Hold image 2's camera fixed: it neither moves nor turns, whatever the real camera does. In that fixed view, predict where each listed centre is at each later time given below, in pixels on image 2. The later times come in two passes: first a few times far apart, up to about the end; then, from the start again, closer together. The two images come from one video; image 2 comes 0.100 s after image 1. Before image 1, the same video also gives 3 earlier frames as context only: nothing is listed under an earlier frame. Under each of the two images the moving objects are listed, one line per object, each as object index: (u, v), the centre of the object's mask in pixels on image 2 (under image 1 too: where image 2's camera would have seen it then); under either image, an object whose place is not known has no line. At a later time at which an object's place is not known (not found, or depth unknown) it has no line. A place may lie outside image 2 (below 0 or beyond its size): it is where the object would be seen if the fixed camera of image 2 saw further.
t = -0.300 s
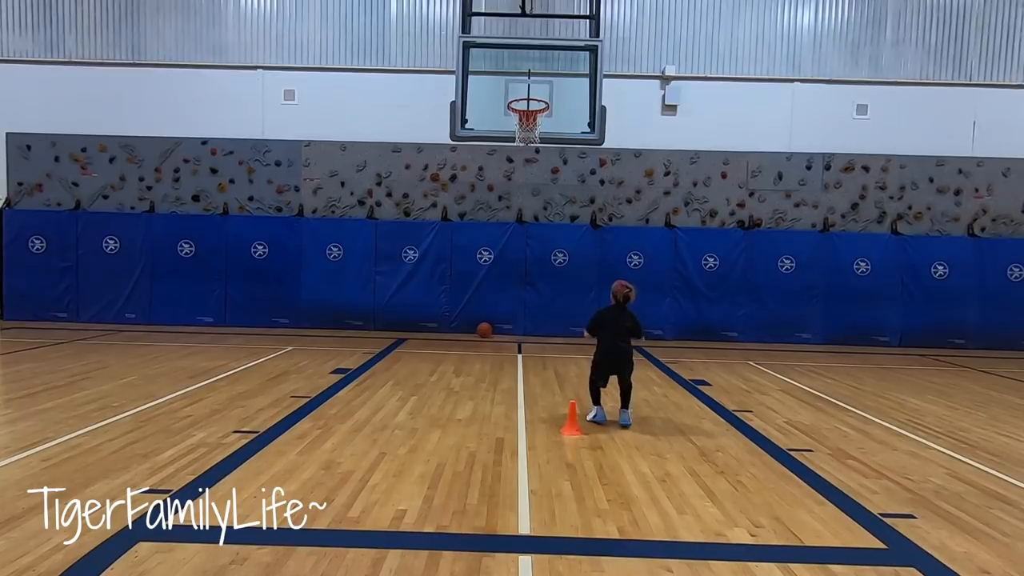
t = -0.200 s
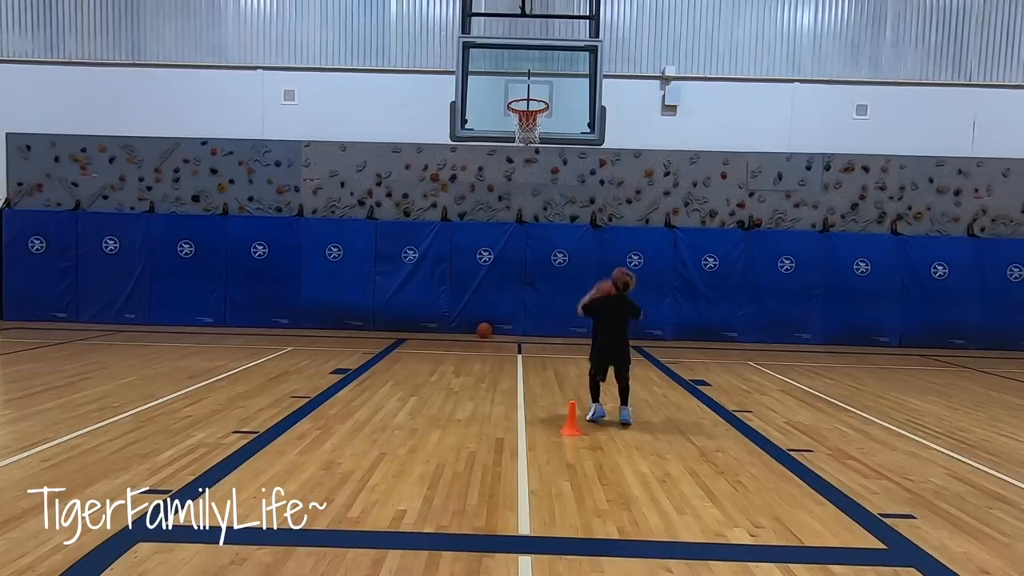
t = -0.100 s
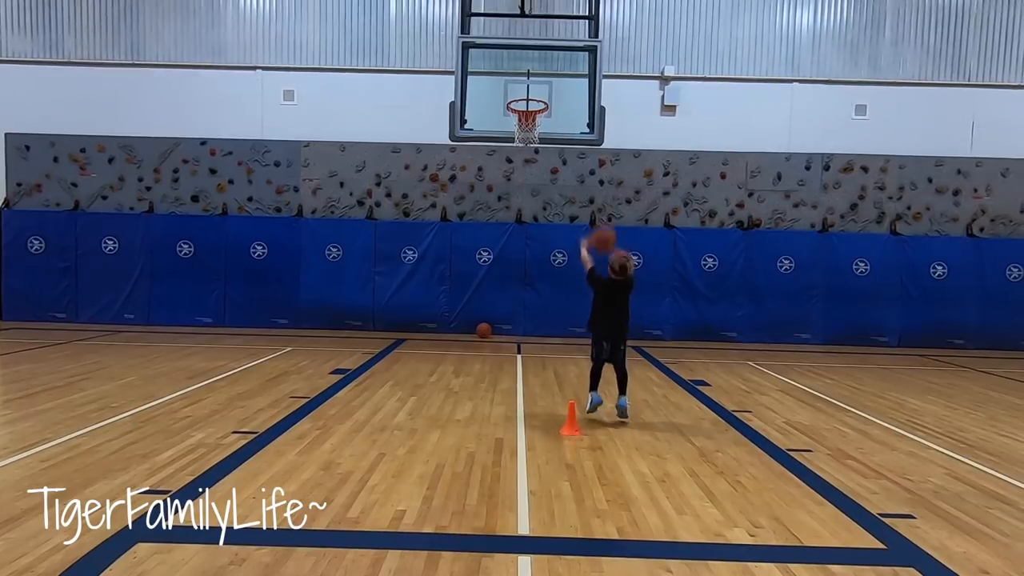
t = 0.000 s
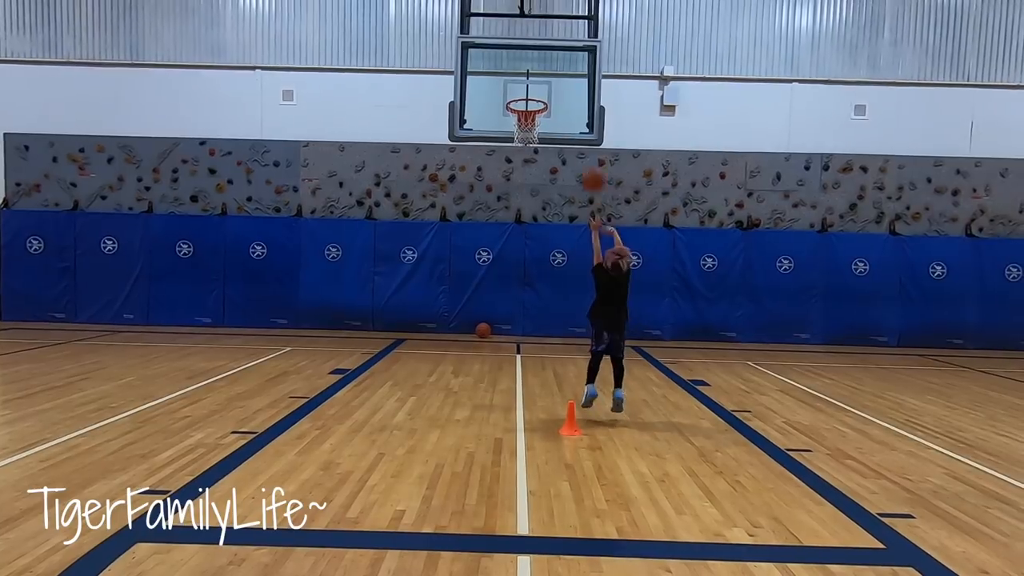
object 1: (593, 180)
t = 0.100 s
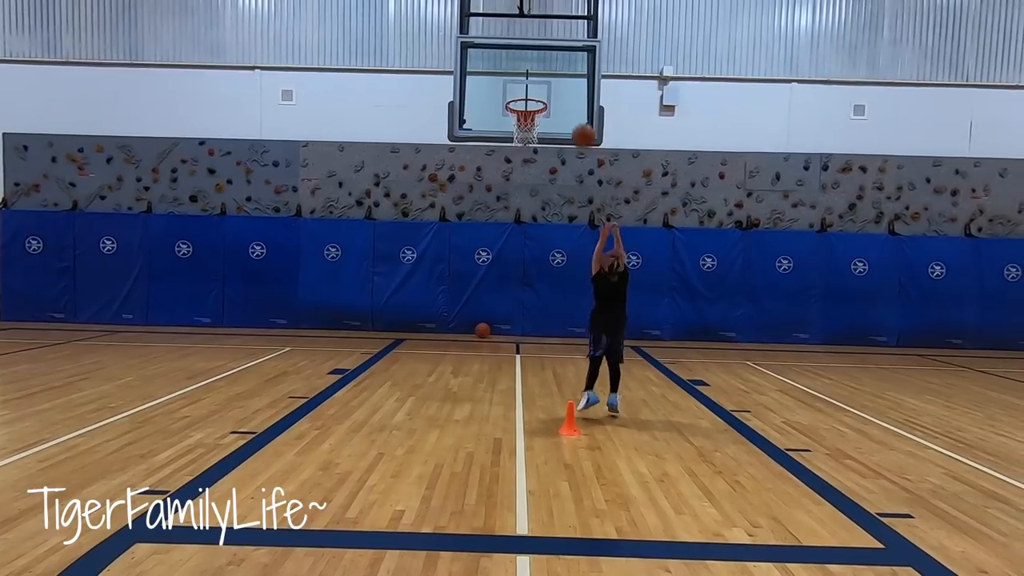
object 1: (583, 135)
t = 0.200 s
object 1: (575, 107)
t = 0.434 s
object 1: (556, 84)
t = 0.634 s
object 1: (554, 91)
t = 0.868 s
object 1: (584, 107)
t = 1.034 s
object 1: (606, 149)
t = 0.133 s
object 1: (581, 125)
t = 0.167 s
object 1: (577, 115)
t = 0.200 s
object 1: (575, 107)
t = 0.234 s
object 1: (572, 100)
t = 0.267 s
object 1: (569, 94)
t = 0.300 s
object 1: (567, 89)
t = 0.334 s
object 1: (564, 87)
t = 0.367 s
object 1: (562, 85)
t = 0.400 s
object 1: (559, 84)
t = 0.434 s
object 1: (556, 84)
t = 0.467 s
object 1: (554, 85)
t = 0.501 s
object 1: (552, 87)
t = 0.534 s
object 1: (549, 90)
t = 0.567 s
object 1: (547, 94)
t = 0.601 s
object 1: (550, 93)
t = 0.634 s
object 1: (554, 91)
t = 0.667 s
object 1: (558, 90)
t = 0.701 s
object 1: (563, 91)
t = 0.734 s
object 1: (567, 92)
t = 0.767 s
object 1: (571, 94)
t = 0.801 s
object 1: (576, 97)
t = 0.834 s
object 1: (580, 101)
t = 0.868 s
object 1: (584, 107)
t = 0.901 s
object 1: (589, 113)
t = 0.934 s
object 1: (593, 121)
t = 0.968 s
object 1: (598, 129)
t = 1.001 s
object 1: (602, 138)
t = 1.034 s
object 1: (606, 149)
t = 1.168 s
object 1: (623, 204)
